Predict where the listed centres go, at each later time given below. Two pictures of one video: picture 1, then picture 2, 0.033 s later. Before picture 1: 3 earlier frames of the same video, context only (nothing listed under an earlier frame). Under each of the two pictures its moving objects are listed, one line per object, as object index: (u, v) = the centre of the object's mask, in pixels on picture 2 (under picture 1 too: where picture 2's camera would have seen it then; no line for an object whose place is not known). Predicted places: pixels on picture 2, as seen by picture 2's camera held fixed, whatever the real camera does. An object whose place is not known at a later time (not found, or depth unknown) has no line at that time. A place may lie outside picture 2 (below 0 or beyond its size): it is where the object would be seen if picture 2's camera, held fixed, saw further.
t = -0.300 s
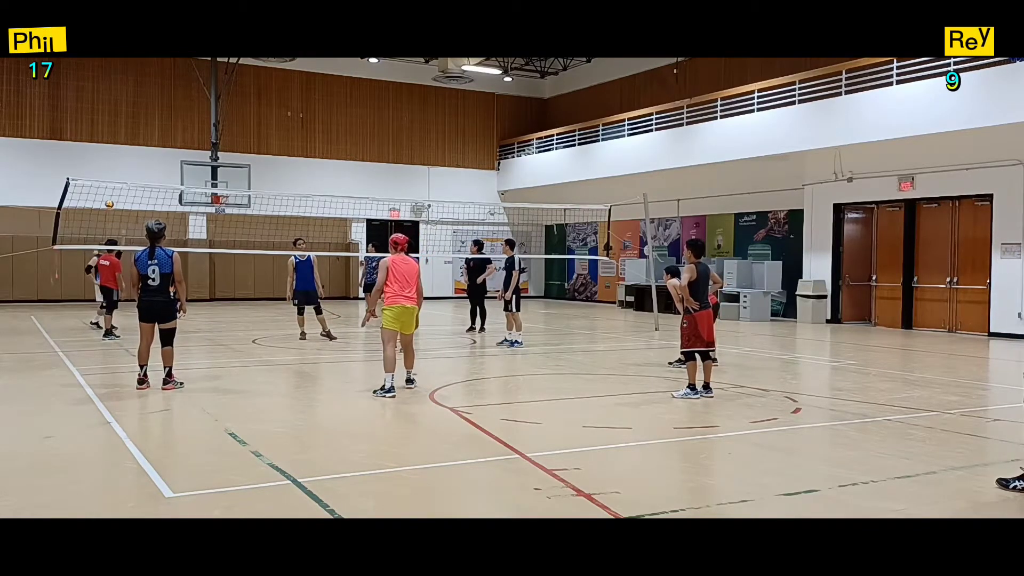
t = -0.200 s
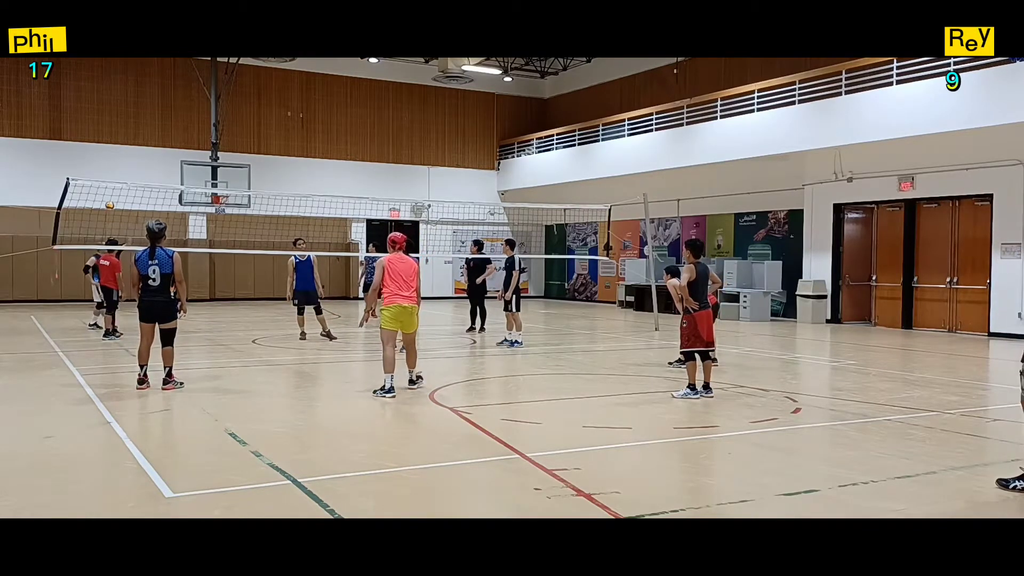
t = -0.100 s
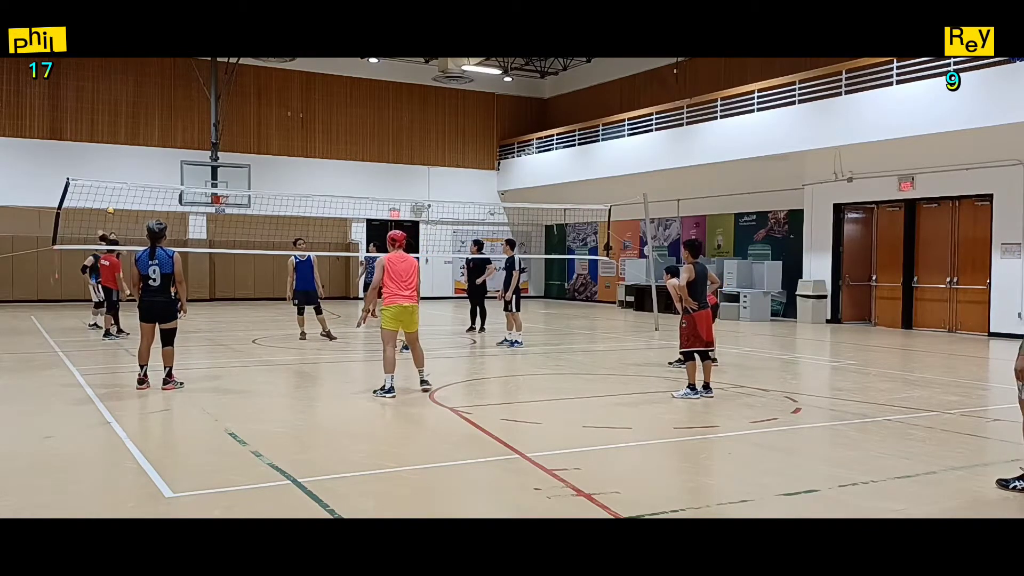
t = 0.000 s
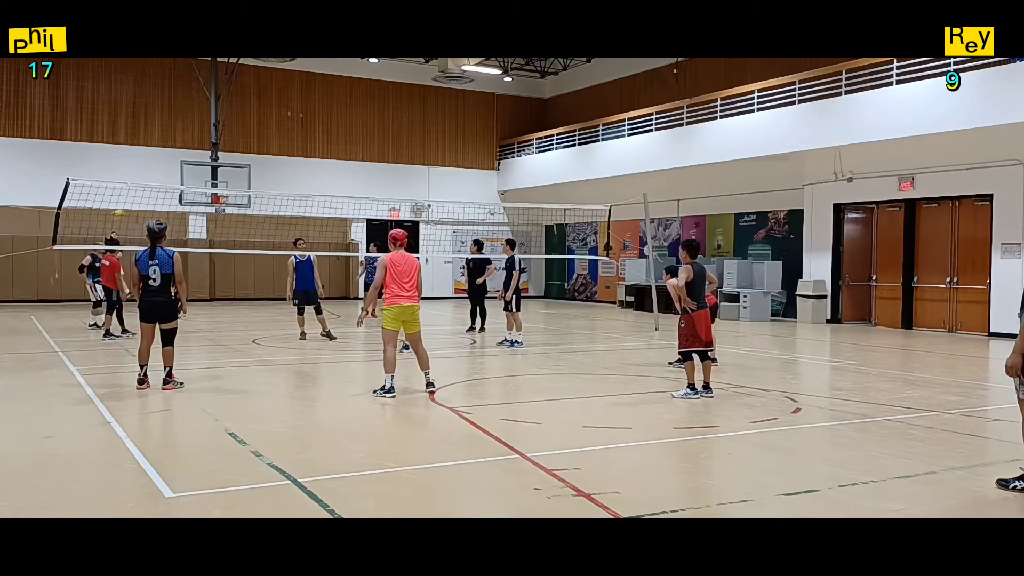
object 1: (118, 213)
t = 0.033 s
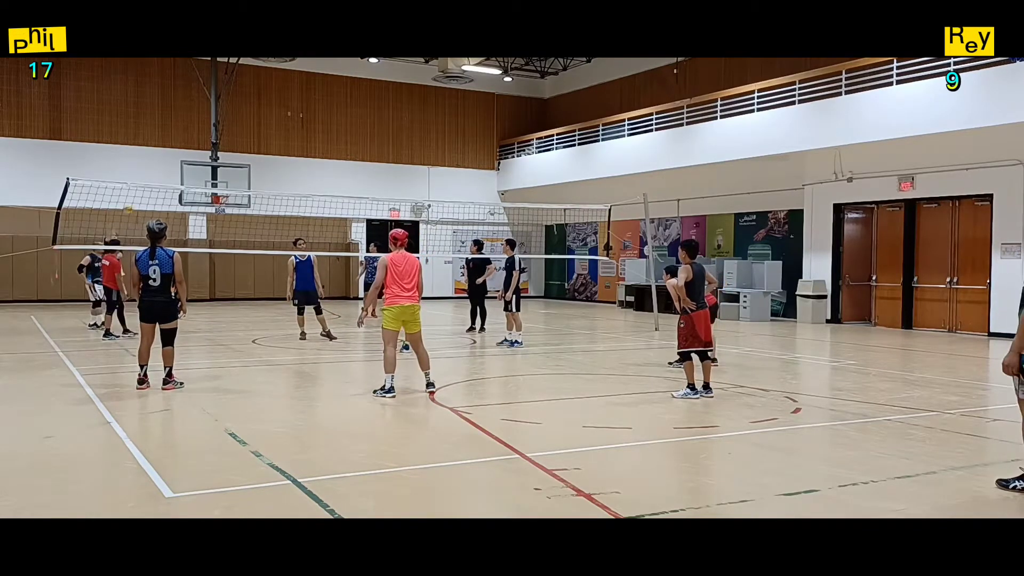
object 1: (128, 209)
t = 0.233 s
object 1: (203, 179)
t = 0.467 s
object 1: (321, 154)
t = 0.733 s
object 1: (517, 159)
